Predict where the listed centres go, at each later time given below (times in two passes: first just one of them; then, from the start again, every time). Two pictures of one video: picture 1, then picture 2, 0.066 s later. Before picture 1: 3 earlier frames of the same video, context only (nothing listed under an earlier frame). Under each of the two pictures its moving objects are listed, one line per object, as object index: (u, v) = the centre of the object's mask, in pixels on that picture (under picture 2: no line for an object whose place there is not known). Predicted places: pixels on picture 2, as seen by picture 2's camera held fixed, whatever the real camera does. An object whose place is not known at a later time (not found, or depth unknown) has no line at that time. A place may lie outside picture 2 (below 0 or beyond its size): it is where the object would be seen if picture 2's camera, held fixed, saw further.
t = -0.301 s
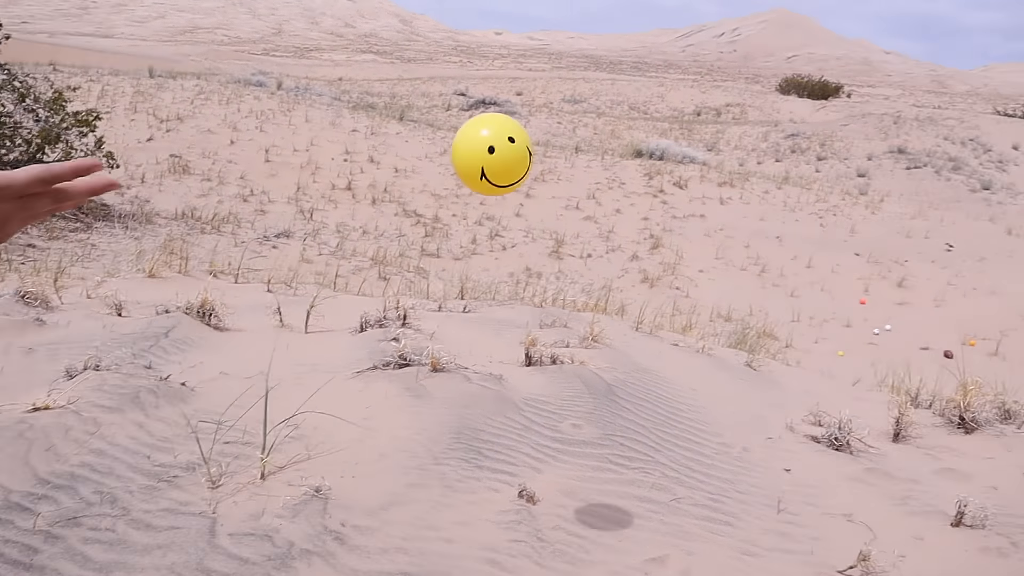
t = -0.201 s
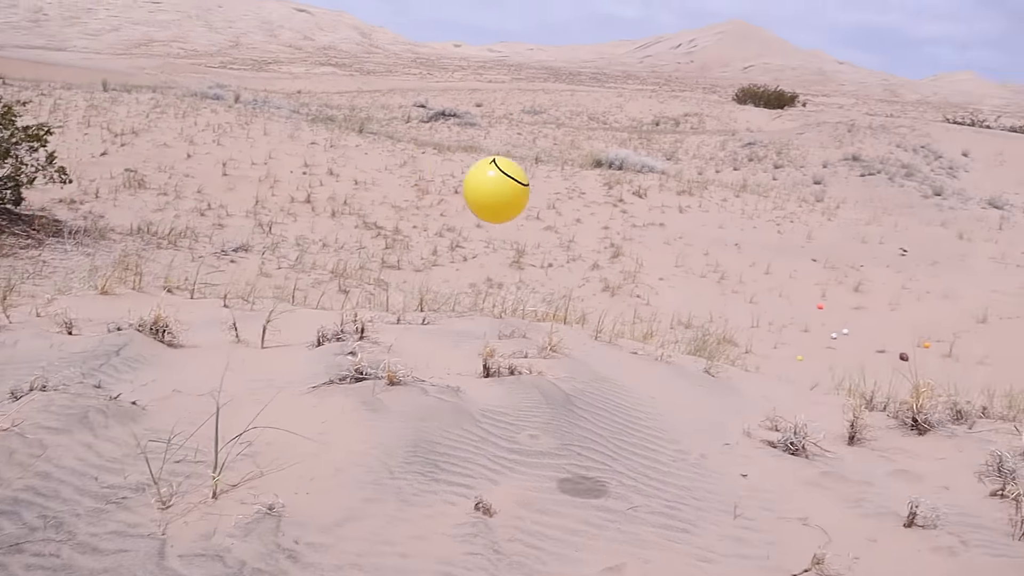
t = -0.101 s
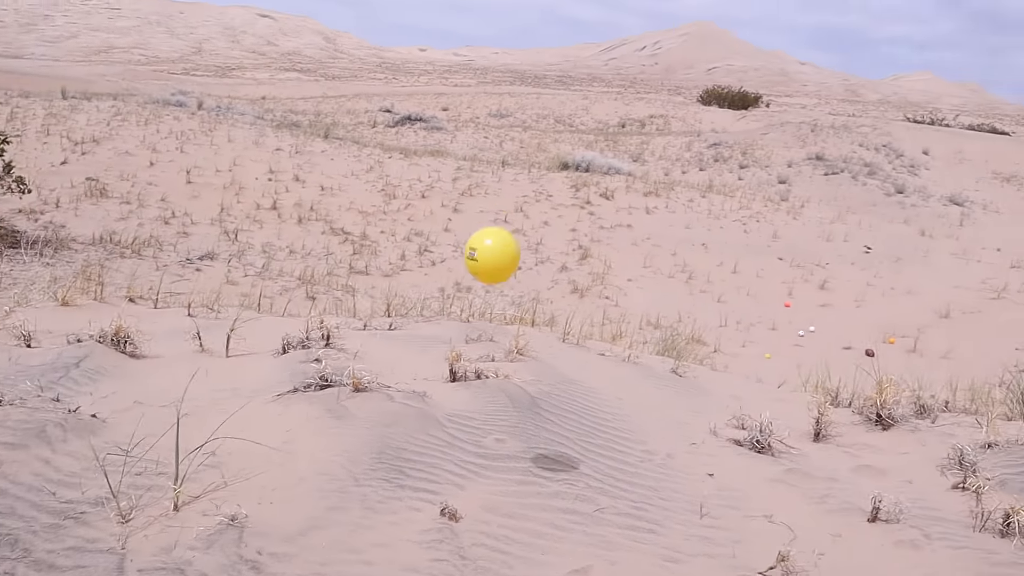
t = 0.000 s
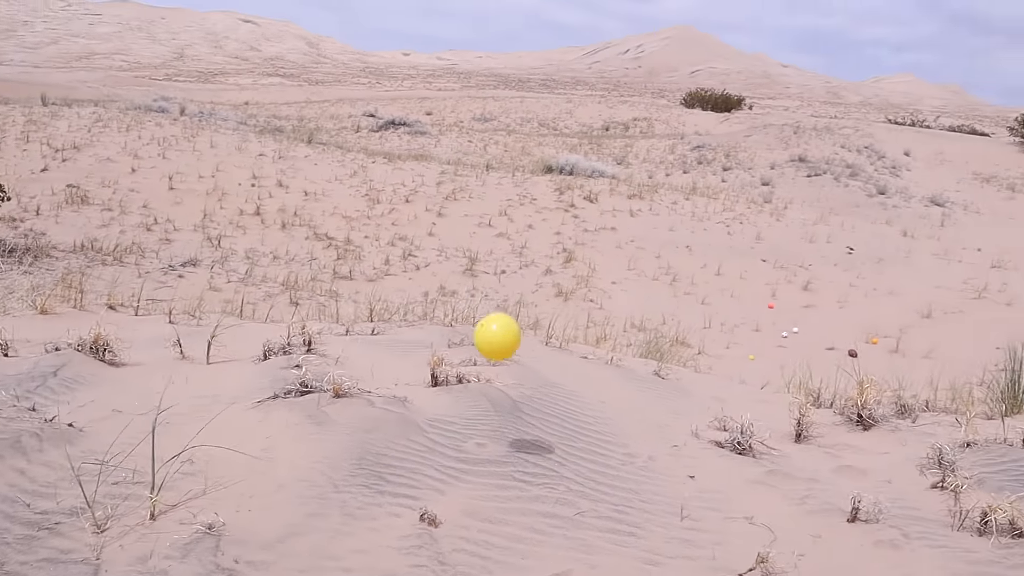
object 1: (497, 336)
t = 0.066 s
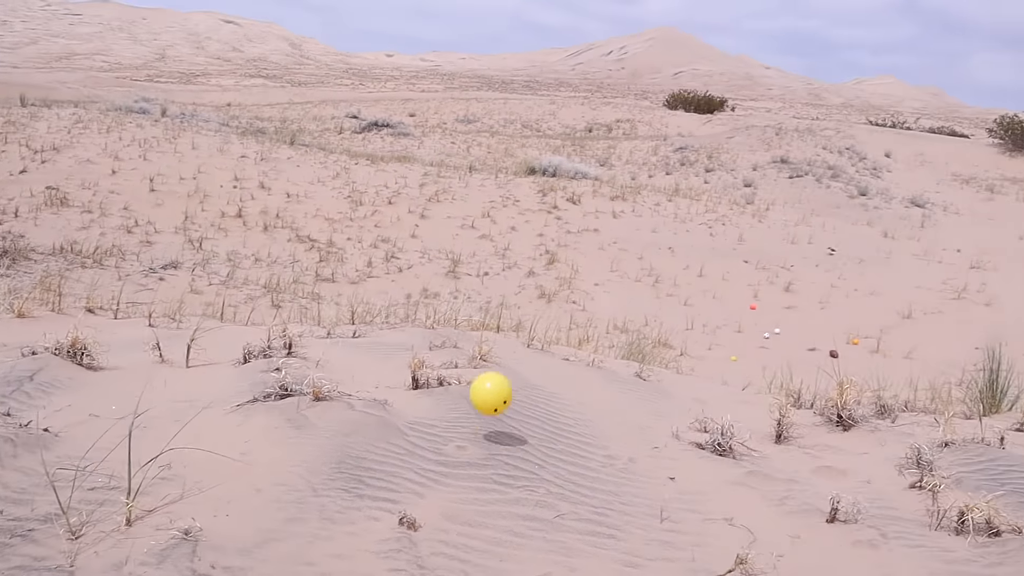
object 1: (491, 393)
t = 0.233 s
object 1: (536, 318)
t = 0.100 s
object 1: (496, 419)
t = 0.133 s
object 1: (508, 387)
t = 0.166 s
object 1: (518, 359)
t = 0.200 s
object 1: (528, 337)
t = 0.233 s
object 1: (536, 318)
